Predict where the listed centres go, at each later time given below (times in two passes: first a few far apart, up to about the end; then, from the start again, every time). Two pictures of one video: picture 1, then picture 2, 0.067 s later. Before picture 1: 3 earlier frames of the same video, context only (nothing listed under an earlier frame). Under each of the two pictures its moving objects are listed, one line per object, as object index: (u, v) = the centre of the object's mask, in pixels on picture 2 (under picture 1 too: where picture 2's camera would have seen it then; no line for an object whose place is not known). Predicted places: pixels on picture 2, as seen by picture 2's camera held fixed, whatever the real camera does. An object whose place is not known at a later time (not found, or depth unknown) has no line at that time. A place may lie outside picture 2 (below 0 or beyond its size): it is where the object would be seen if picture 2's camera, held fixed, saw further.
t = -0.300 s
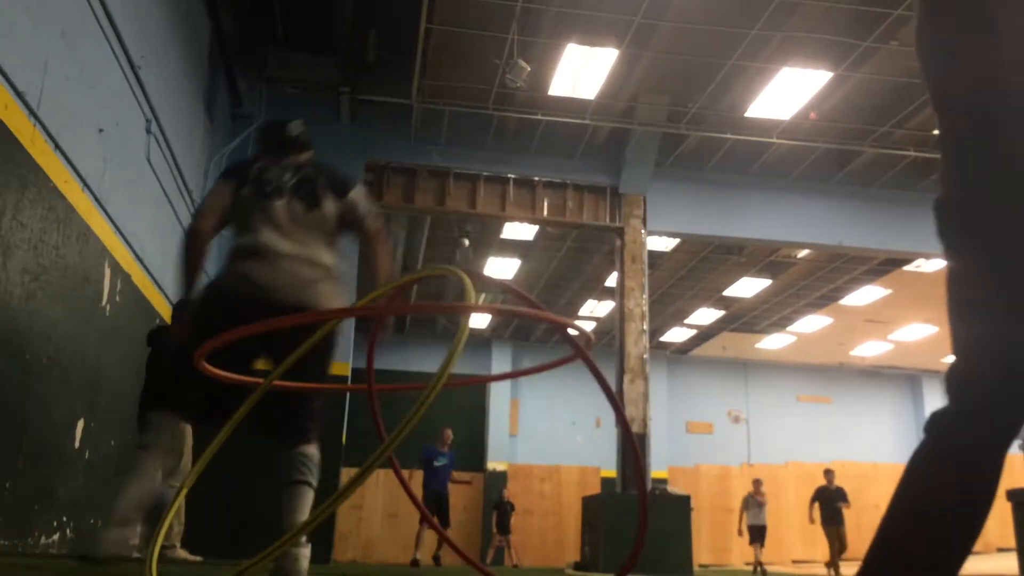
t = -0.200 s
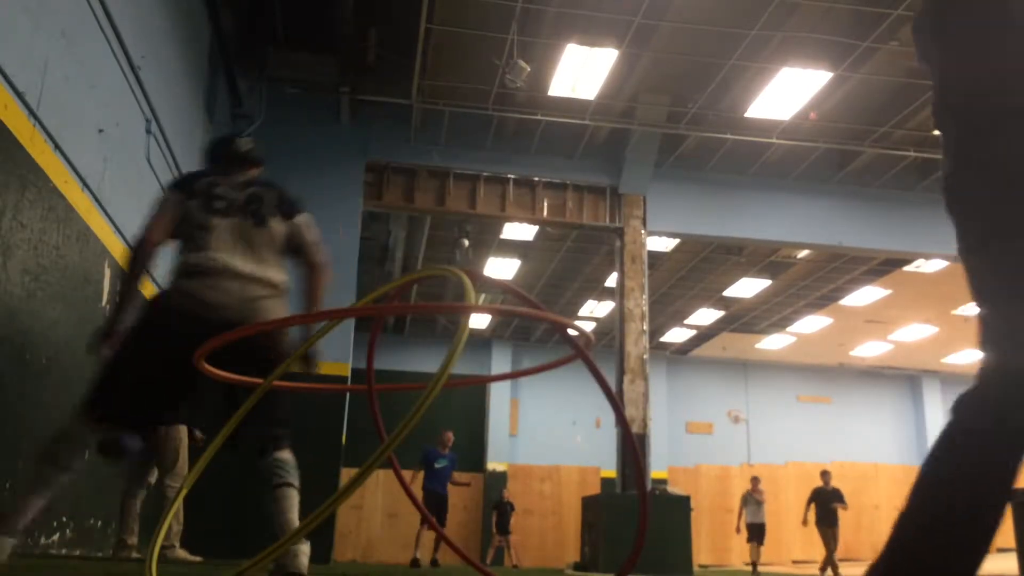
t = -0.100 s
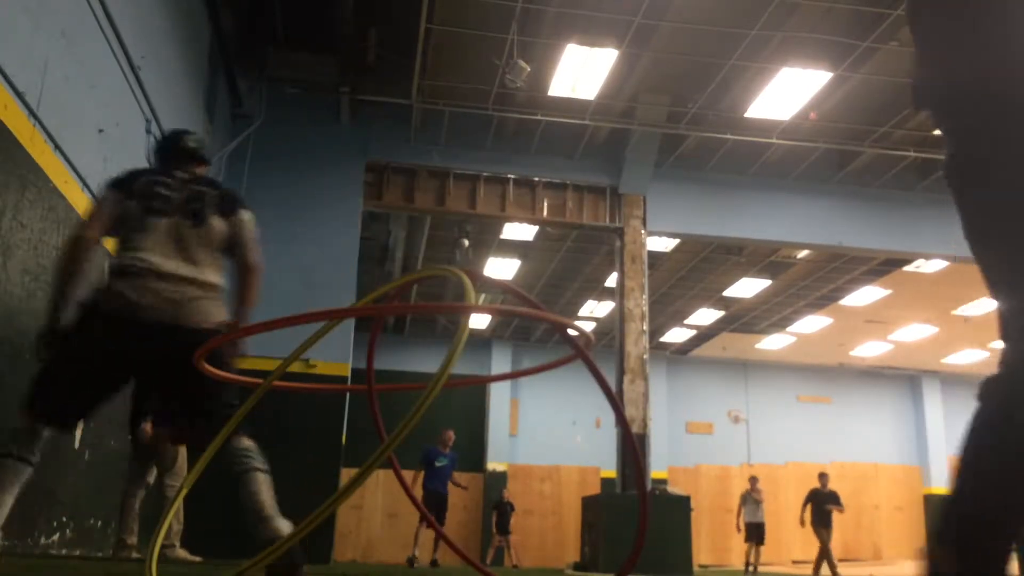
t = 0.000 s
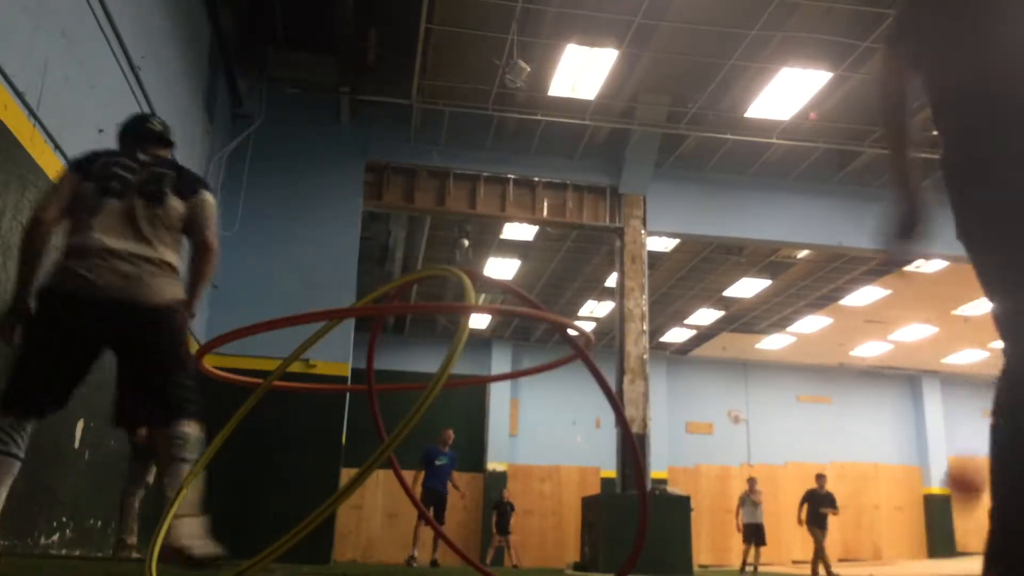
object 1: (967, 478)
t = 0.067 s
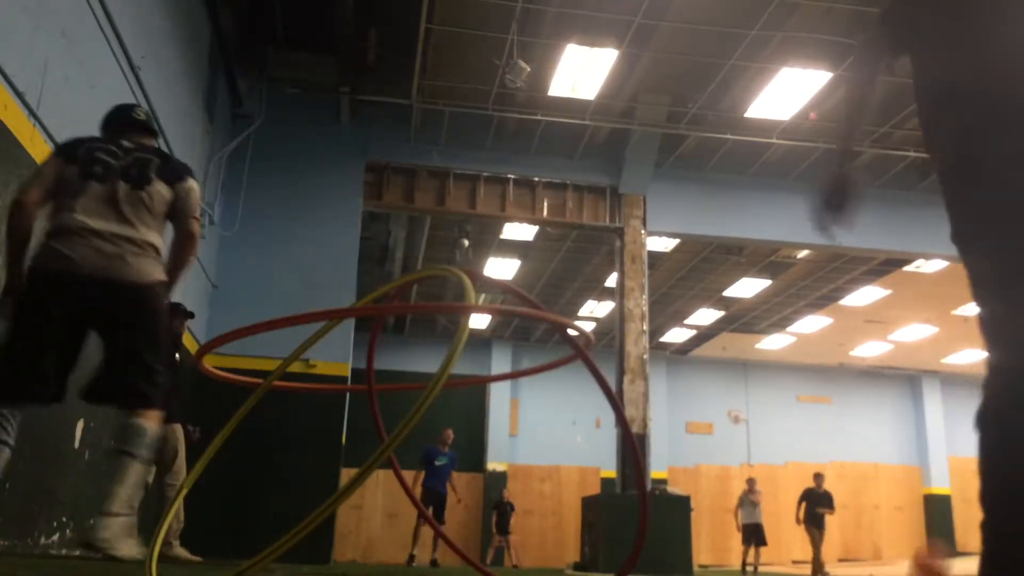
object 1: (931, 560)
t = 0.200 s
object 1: (883, 496)
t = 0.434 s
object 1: (829, 408)
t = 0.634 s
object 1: (798, 404)
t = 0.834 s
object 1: (776, 444)
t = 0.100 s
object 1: (917, 569)
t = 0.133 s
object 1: (904, 546)
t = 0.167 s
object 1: (893, 518)
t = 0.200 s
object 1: (883, 496)
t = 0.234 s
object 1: (874, 476)
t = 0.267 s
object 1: (865, 458)
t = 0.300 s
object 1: (857, 443)
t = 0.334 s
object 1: (849, 431)
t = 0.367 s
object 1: (842, 423)
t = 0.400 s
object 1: (836, 415)
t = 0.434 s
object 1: (829, 408)
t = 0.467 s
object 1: (823, 404)
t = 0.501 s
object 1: (817, 402)
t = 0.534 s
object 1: (812, 401)
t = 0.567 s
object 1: (807, 401)
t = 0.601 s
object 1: (802, 402)
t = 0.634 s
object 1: (798, 404)
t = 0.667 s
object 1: (794, 408)
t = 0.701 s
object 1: (790, 413)
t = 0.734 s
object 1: (786, 420)
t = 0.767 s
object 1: (782, 427)
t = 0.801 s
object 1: (779, 434)
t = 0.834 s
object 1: (776, 444)
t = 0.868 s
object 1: (773, 453)
